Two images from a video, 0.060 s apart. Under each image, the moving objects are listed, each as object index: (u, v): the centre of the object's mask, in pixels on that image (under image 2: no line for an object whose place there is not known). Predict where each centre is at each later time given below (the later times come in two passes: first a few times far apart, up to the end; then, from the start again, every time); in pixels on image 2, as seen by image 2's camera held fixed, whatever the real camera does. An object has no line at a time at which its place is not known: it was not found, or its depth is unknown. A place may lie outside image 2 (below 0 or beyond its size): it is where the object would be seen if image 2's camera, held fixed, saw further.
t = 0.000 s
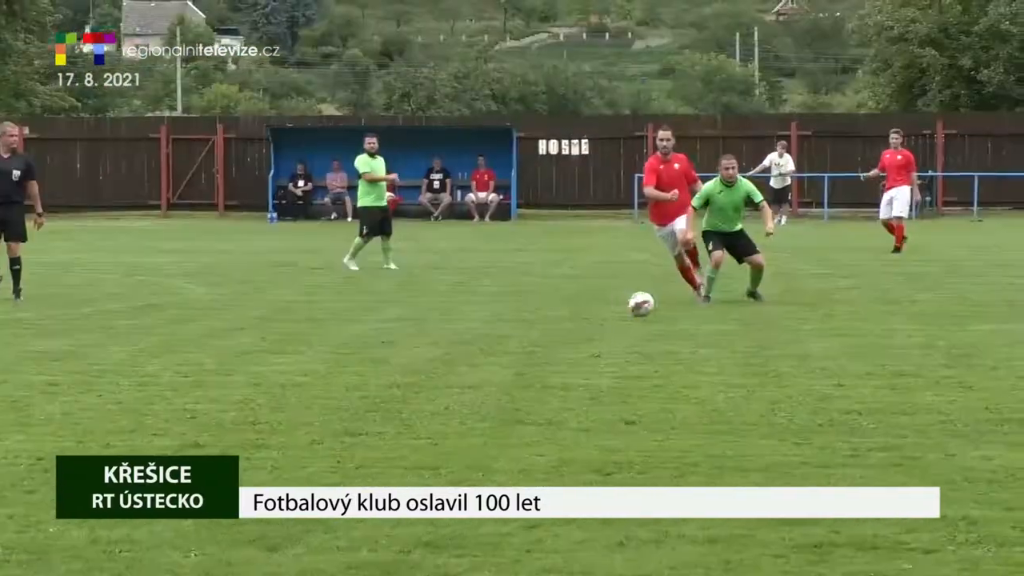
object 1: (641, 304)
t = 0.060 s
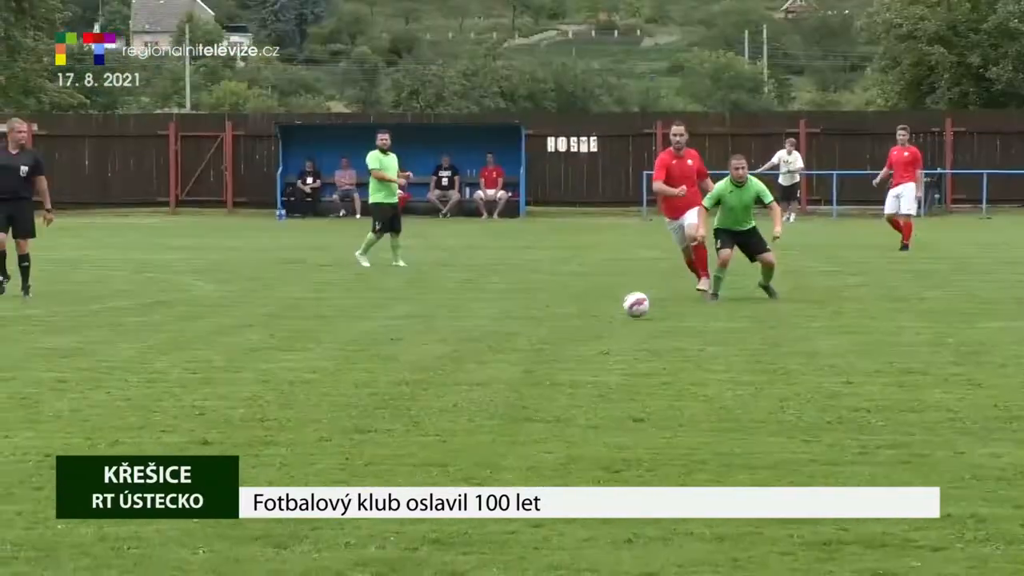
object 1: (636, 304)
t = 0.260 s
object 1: (589, 315)
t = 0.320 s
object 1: (575, 317)
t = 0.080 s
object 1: (632, 306)
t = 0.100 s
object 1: (627, 308)
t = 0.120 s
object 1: (621, 312)
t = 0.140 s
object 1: (617, 312)
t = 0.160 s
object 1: (613, 312)
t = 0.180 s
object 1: (608, 313)
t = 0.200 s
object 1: (603, 314)
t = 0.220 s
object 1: (599, 313)
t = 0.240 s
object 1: (594, 314)
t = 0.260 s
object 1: (589, 315)
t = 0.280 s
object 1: (585, 316)
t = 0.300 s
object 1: (580, 316)
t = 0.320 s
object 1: (575, 317)
